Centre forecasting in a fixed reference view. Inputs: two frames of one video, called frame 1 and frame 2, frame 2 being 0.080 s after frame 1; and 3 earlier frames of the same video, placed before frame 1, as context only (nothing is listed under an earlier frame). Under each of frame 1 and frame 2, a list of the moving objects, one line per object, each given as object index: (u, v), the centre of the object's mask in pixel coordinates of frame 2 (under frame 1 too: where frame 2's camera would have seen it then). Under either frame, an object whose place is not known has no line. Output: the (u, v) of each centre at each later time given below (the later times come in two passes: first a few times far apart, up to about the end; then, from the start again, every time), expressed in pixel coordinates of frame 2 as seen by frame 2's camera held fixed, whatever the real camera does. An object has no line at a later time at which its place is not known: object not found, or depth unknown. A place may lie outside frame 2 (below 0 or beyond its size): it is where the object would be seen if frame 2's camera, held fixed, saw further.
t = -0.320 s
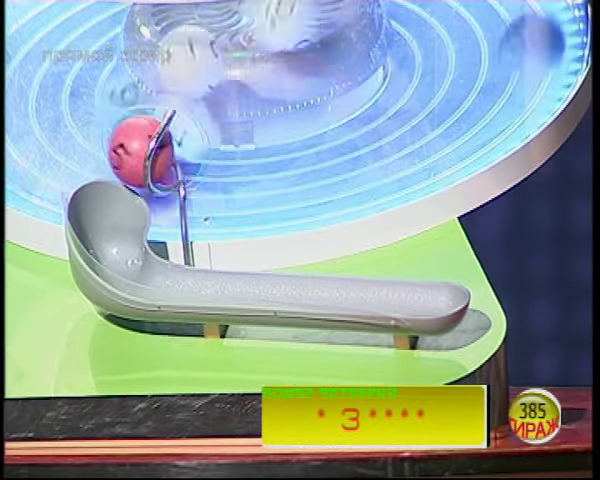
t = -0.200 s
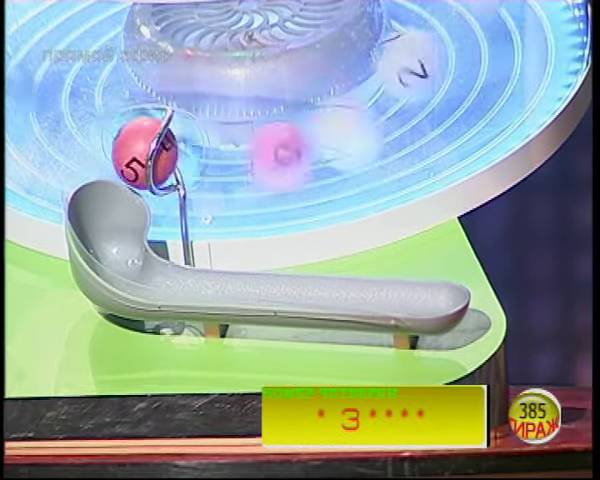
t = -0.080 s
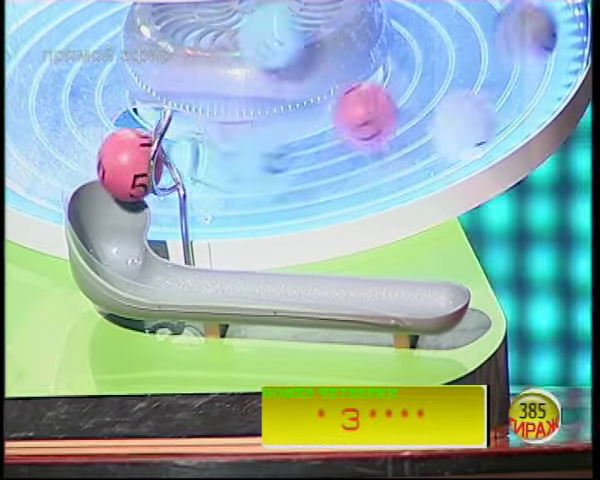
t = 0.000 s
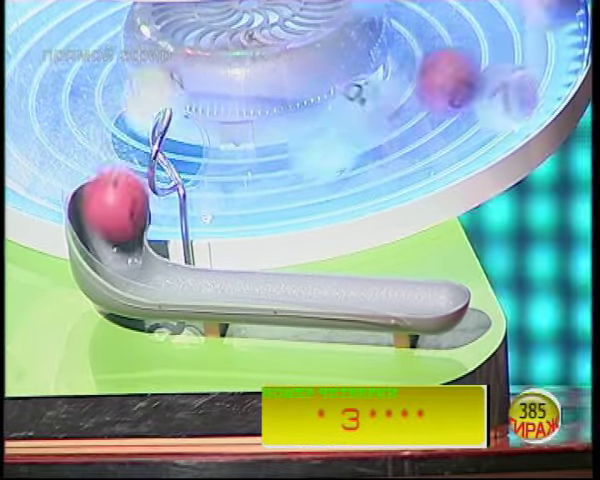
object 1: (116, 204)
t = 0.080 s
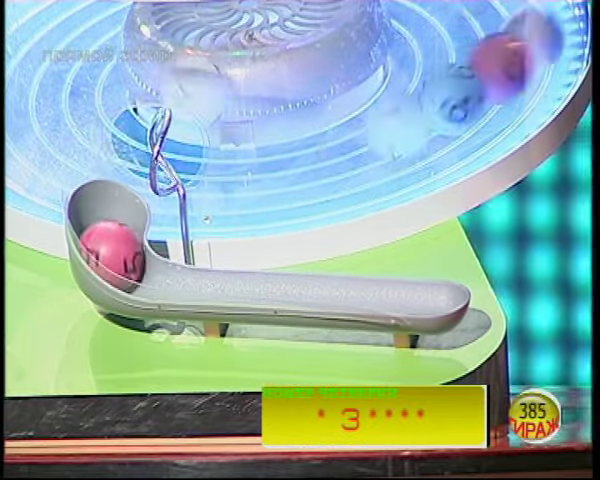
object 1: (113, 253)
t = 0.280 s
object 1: (173, 274)
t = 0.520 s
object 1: (295, 281)
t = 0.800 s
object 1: (429, 284)
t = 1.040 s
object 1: (431, 286)
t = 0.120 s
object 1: (118, 259)
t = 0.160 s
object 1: (126, 265)
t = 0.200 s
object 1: (137, 269)
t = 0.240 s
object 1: (154, 273)
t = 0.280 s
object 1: (173, 274)
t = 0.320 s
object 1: (193, 275)
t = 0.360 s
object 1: (213, 276)
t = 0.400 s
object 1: (234, 277)
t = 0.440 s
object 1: (253, 278)
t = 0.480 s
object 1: (275, 279)
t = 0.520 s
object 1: (295, 281)
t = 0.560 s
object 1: (316, 282)
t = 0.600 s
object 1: (337, 283)
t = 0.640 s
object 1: (358, 284)
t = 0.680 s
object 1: (380, 286)
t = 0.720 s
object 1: (403, 287)
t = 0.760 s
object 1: (423, 287)
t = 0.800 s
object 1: (429, 284)
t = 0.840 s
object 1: (426, 286)
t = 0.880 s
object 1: (429, 287)
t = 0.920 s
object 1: (430, 286)
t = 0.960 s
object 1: (431, 286)
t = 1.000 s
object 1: (430, 286)
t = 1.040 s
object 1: (431, 286)
